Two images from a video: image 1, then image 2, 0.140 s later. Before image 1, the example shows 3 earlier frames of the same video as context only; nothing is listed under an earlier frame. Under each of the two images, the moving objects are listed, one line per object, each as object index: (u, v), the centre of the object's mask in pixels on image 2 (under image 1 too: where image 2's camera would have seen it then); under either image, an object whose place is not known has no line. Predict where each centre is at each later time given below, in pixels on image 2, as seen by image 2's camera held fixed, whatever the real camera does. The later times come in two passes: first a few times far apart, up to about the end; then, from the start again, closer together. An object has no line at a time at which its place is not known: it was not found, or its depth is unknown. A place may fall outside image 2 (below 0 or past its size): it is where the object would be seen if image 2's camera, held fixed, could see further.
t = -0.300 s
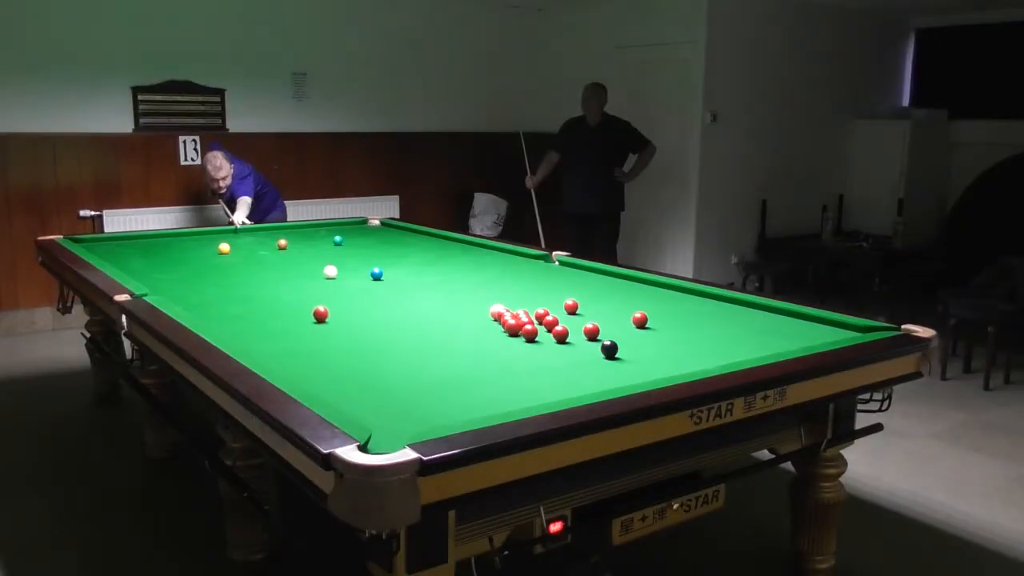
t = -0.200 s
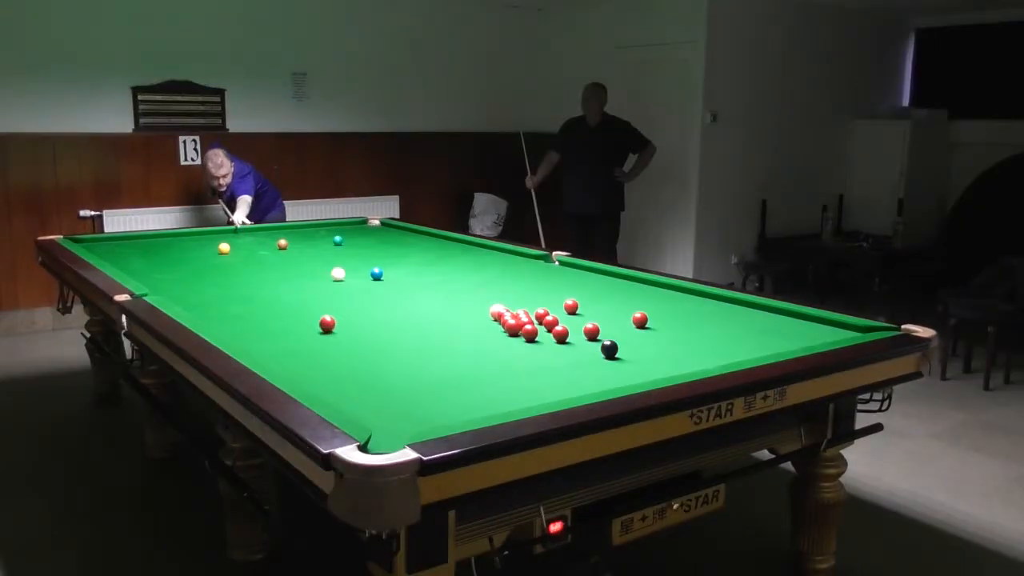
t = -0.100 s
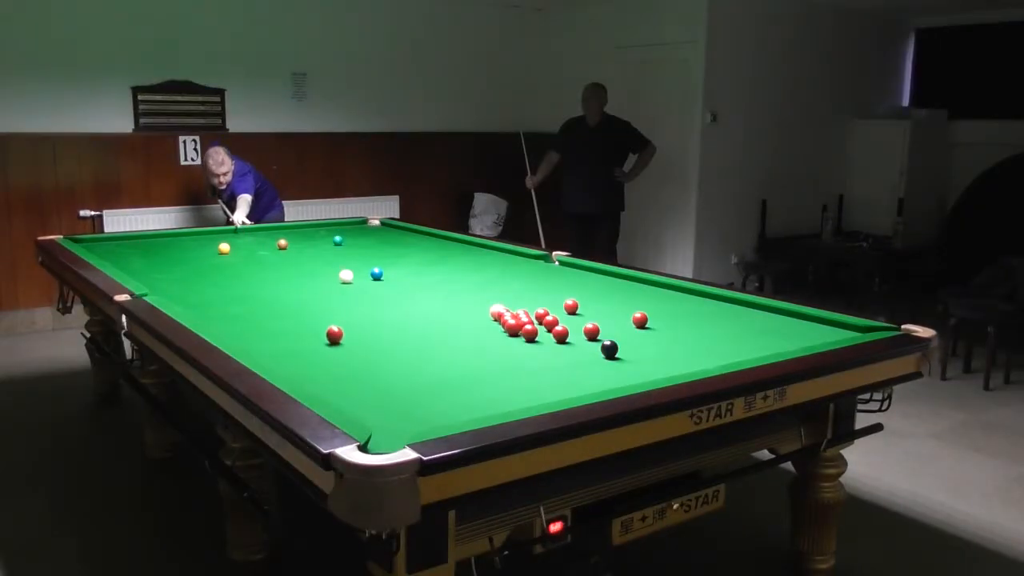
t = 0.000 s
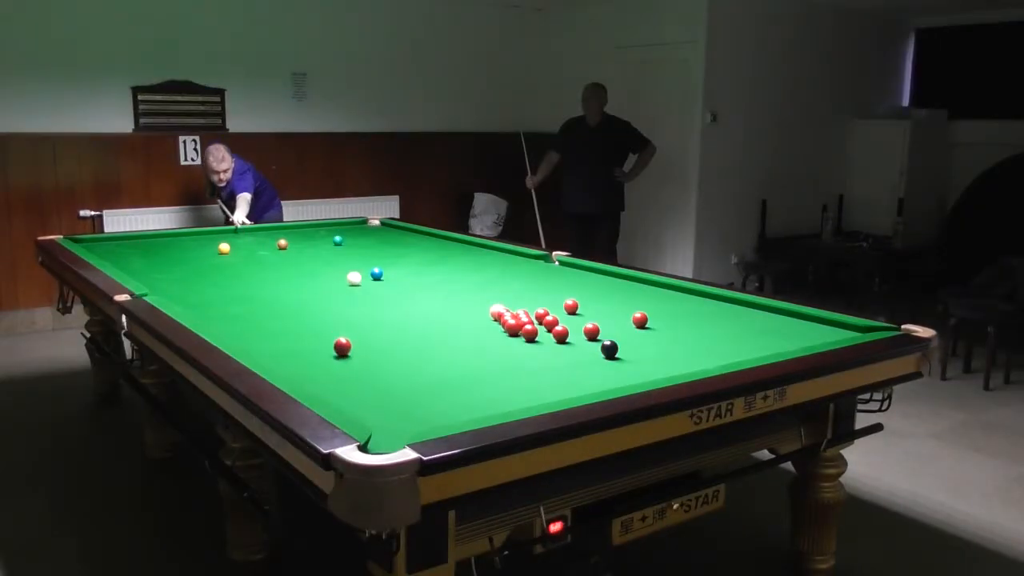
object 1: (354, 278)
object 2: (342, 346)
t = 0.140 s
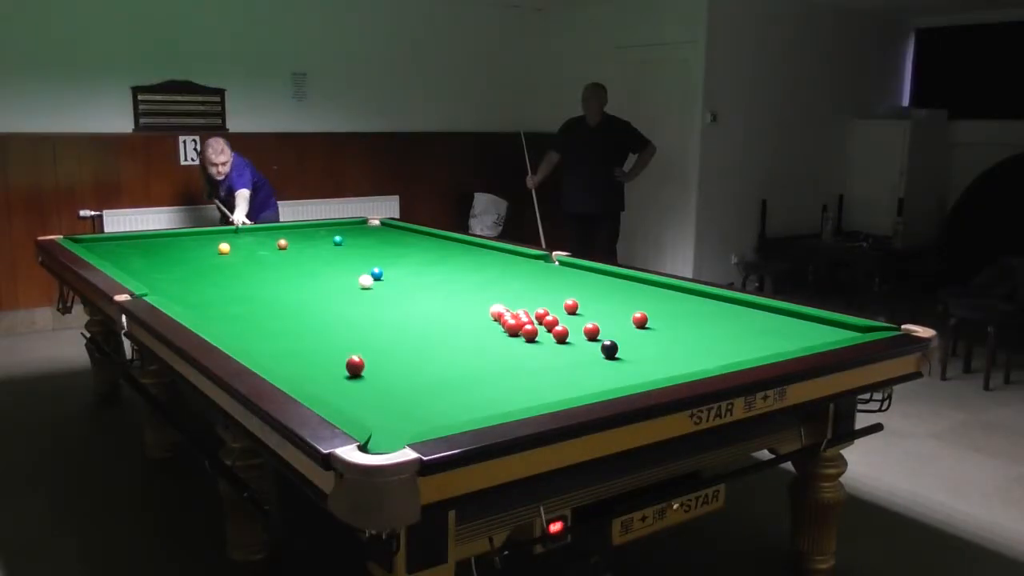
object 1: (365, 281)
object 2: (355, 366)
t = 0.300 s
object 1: (379, 285)
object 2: (372, 391)
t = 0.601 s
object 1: (405, 292)
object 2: (386, 444)
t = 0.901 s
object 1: (432, 299)
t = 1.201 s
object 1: (459, 306)
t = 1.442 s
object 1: (482, 313)
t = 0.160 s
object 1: (367, 282)
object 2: (357, 368)
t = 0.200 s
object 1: (370, 283)
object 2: (361, 375)
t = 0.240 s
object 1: (374, 284)
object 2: (365, 381)
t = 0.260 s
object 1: (376, 284)
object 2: (367, 384)
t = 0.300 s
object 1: (379, 285)
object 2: (372, 391)
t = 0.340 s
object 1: (382, 286)
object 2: (376, 398)
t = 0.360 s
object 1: (384, 286)
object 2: (379, 402)
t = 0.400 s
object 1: (388, 287)
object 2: (384, 410)
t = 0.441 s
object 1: (391, 288)
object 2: (390, 418)
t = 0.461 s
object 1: (392, 289)
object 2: (392, 422)
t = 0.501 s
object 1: (396, 290)
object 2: (398, 431)
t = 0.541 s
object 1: (400, 291)
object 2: (399, 437)
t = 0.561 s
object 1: (401, 291)
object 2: (390, 439)
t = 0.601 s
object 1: (405, 292)
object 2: (386, 444)
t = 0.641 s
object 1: (408, 293)
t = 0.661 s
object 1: (410, 293)
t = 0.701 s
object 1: (414, 294)
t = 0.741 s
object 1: (417, 295)
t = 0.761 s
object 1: (419, 296)
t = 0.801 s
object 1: (423, 297)
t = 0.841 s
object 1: (426, 298)
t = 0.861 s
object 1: (428, 298)
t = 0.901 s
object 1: (432, 299)
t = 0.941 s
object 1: (435, 300)
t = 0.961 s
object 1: (437, 301)
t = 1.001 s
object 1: (441, 301)
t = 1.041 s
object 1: (444, 303)
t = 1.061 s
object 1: (446, 303)
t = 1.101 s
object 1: (450, 304)
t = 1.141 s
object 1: (453, 305)
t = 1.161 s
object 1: (456, 306)
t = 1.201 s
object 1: (459, 306)
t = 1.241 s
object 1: (463, 308)
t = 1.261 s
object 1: (465, 308)
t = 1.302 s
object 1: (469, 309)
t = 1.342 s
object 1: (473, 310)
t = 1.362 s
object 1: (475, 311)
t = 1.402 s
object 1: (478, 312)
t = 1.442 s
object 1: (482, 313)
